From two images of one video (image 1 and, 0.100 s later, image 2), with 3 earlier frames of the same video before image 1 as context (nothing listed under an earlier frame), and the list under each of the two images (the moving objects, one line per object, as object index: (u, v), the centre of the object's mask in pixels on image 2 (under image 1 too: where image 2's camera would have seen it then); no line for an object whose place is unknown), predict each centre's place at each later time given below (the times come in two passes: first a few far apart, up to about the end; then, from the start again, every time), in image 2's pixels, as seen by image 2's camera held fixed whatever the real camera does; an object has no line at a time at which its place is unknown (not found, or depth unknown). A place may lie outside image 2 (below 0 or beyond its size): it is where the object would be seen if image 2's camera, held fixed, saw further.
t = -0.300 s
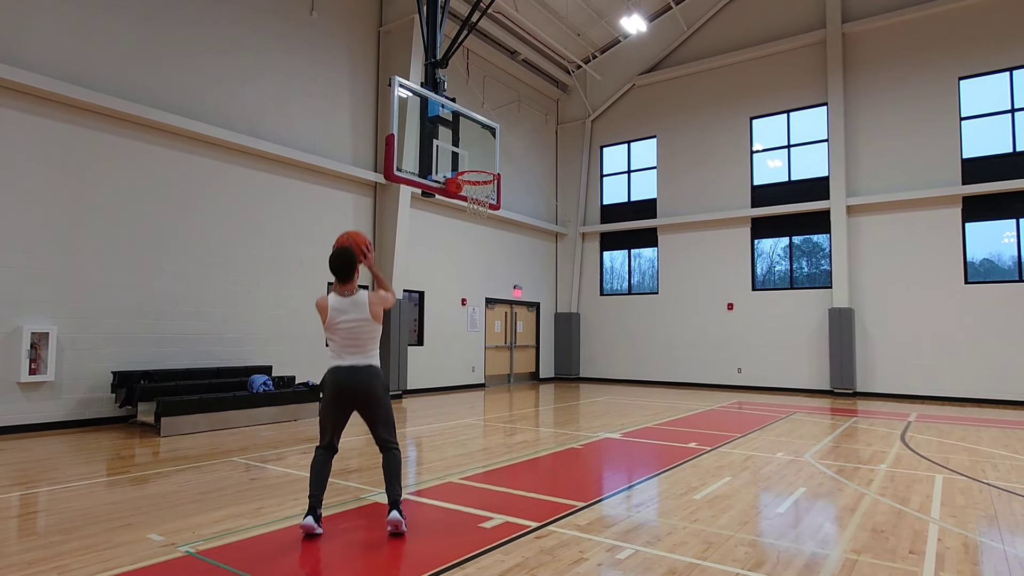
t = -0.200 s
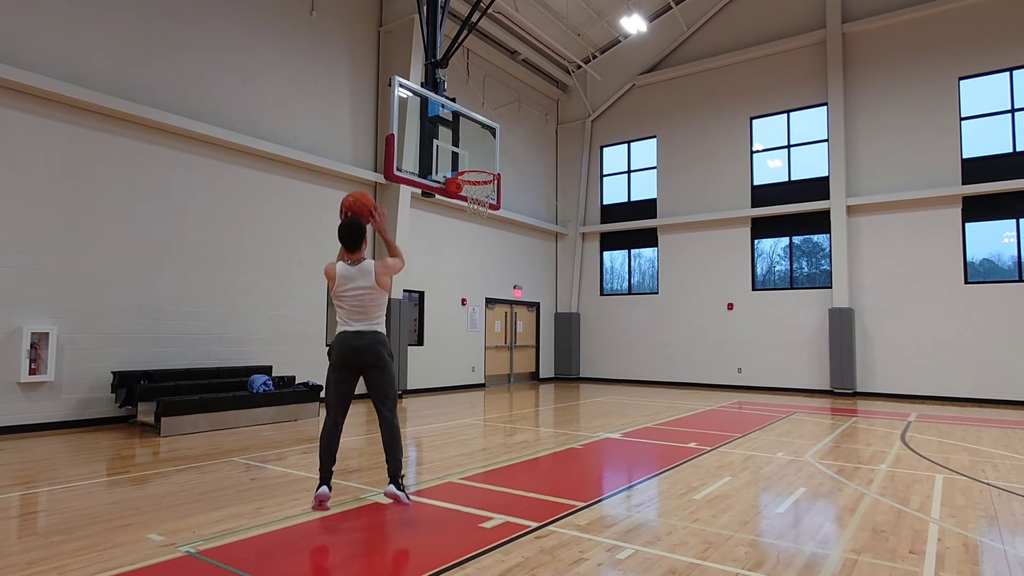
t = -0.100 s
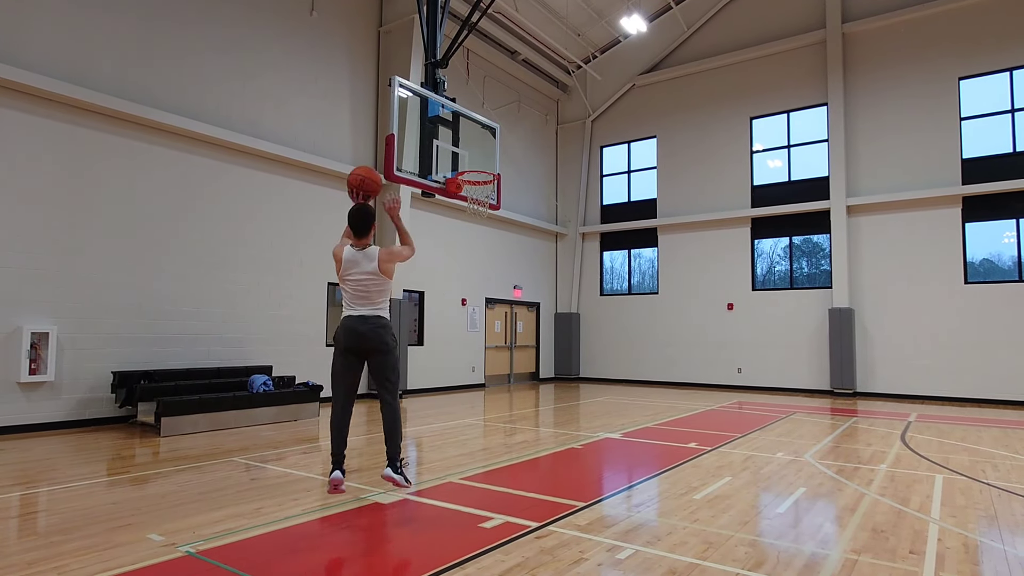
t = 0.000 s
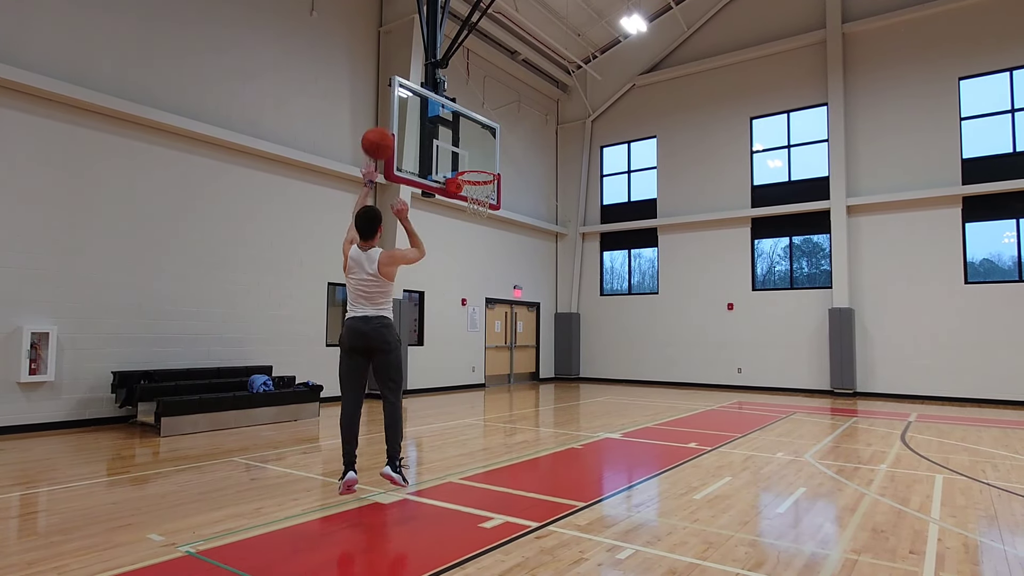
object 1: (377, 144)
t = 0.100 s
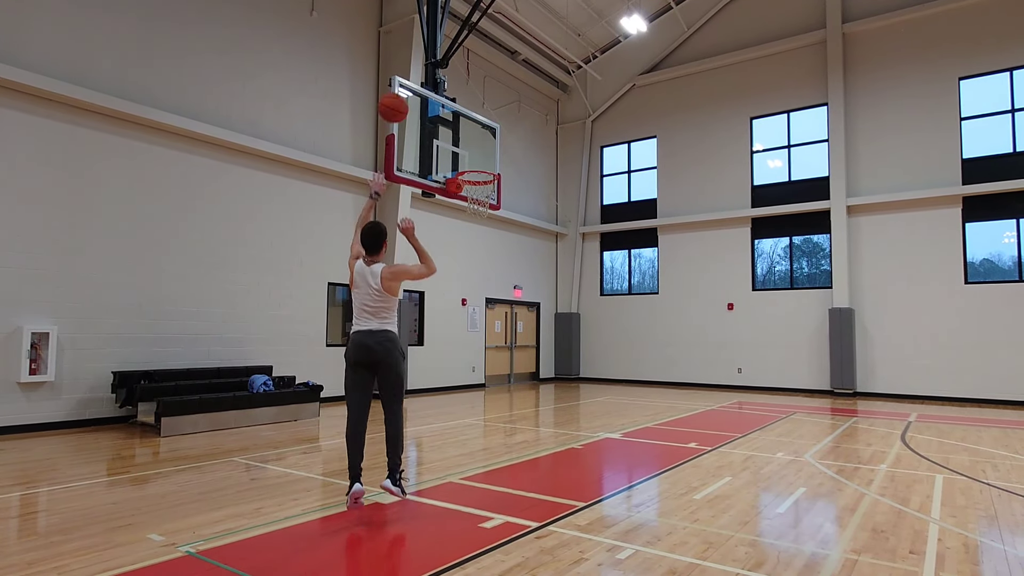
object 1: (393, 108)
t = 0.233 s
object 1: (410, 84)
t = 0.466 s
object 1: (432, 91)
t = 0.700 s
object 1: (450, 139)
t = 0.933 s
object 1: (486, 197)
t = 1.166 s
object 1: (486, 259)
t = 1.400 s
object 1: (486, 379)
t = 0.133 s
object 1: (397, 99)
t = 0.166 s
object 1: (401, 93)
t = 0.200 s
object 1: (406, 88)
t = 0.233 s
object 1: (410, 84)
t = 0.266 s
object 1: (414, 82)
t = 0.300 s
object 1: (417, 81)
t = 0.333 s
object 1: (420, 81)
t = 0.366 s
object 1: (423, 82)
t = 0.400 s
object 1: (426, 84)
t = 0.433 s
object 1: (429, 87)
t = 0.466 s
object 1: (432, 91)
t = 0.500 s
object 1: (434, 96)
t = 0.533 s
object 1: (437, 102)
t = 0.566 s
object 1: (439, 109)
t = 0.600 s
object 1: (442, 116)
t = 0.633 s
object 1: (444, 123)
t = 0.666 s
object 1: (445, 132)
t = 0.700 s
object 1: (450, 139)
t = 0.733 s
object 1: (456, 145)
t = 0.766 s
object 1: (462, 152)
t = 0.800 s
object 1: (469, 160)
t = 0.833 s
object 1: (475, 169)
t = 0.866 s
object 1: (482, 179)
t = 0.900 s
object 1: (485, 188)
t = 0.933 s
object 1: (486, 197)
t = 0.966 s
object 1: (486, 204)
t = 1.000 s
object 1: (487, 212)
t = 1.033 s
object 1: (486, 218)
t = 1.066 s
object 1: (486, 226)
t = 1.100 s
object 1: (486, 237)
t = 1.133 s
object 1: (486, 247)
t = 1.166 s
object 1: (486, 259)
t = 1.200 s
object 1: (486, 273)
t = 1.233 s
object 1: (486, 287)
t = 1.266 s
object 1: (486, 303)
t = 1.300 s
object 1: (486, 320)
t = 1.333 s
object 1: (486, 339)
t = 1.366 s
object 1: (486, 358)
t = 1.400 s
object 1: (486, 379)
